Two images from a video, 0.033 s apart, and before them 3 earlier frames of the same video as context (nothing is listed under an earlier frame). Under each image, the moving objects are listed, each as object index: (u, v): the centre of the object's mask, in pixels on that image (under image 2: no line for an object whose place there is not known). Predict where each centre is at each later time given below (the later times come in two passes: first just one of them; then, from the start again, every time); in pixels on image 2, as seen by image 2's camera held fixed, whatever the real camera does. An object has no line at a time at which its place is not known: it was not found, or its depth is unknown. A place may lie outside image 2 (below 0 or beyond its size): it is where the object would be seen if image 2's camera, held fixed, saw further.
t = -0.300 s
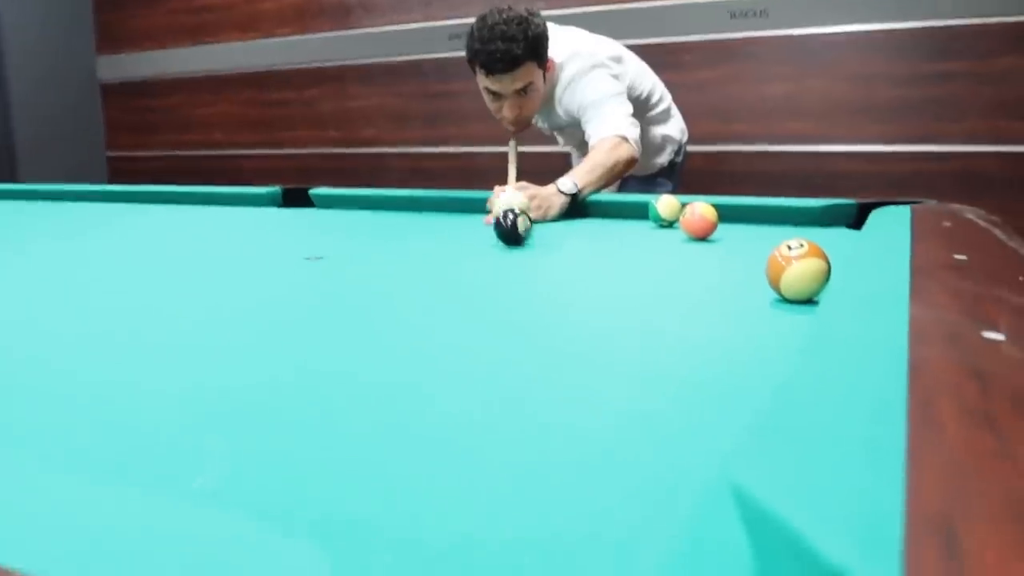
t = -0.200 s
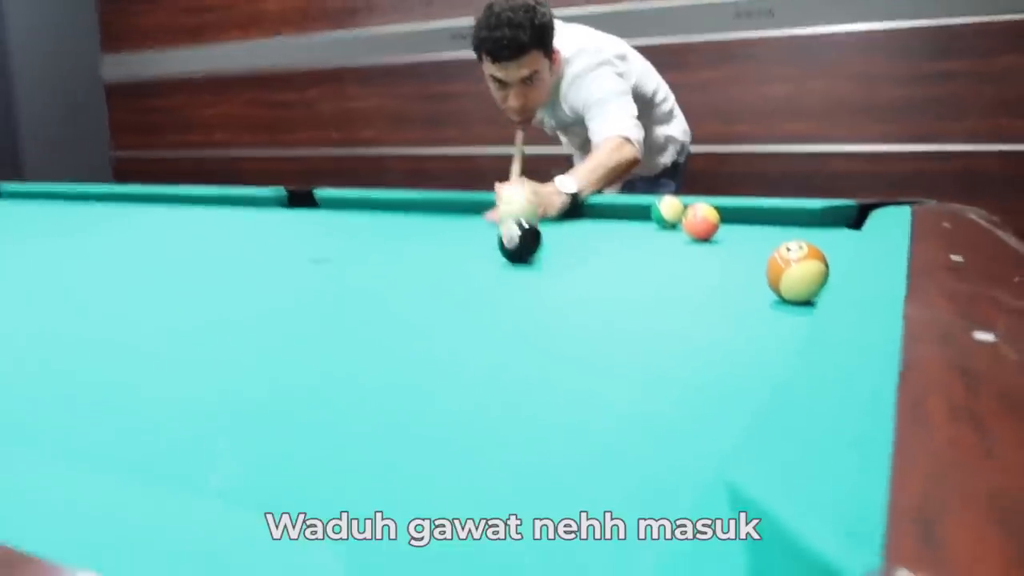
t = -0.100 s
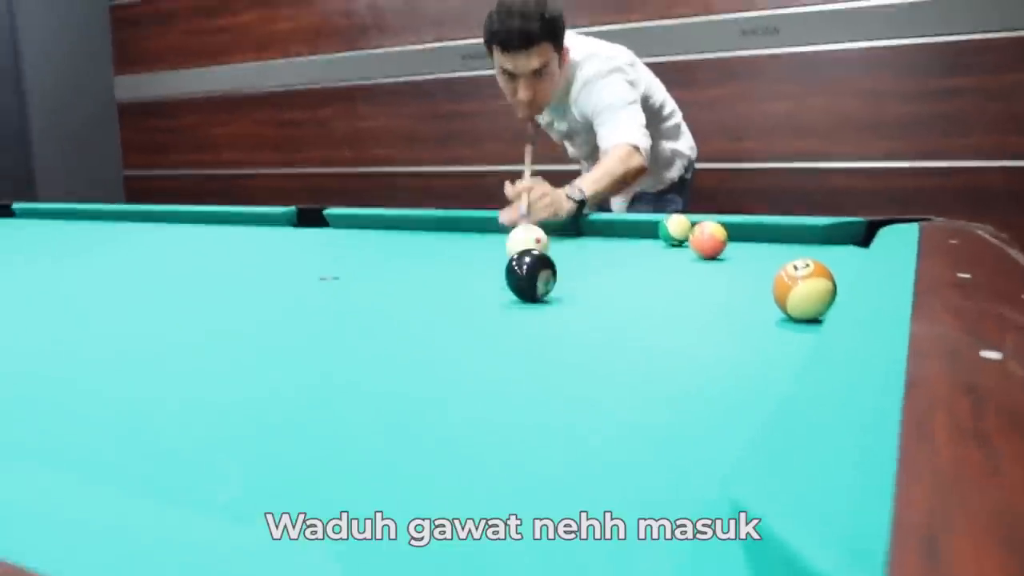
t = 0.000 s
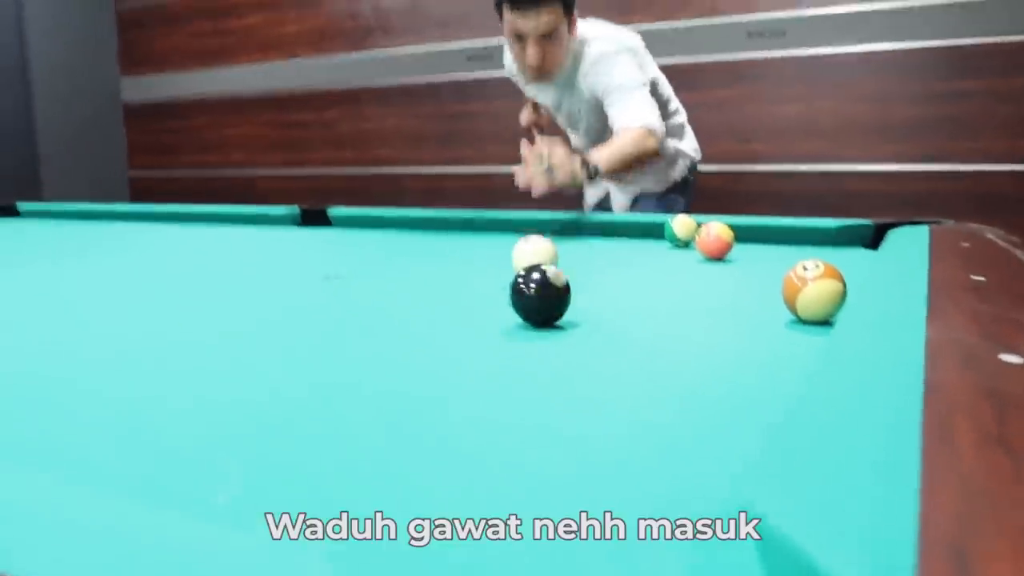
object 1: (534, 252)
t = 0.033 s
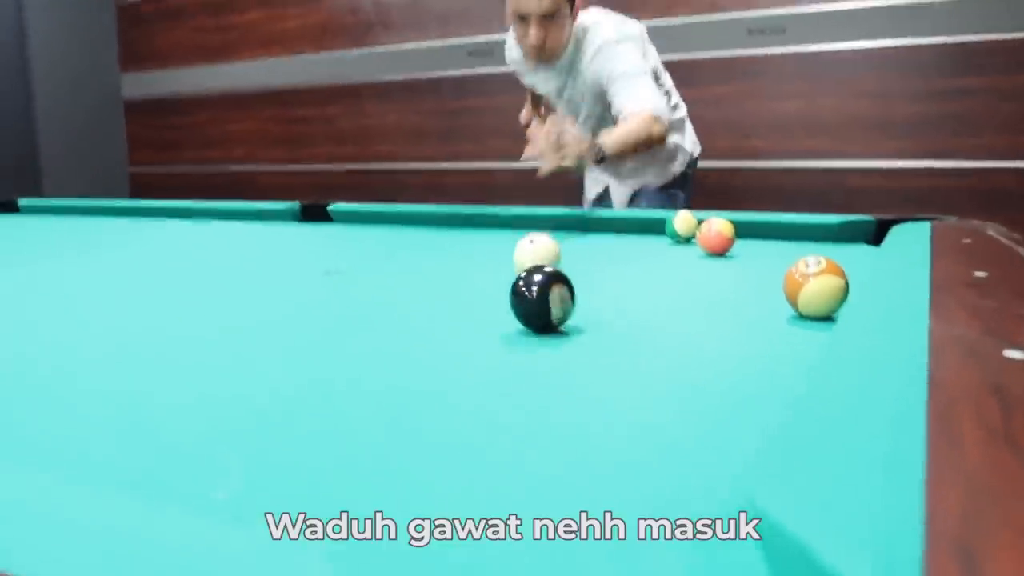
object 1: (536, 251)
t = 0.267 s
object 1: (541, 247)
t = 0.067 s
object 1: (536, 253)
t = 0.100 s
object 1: (538, 255)
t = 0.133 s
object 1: (539, 257)
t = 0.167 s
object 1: (540, 258)
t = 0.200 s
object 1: (540, 255)
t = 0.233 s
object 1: (539, 251)
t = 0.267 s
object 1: (541, 247)
